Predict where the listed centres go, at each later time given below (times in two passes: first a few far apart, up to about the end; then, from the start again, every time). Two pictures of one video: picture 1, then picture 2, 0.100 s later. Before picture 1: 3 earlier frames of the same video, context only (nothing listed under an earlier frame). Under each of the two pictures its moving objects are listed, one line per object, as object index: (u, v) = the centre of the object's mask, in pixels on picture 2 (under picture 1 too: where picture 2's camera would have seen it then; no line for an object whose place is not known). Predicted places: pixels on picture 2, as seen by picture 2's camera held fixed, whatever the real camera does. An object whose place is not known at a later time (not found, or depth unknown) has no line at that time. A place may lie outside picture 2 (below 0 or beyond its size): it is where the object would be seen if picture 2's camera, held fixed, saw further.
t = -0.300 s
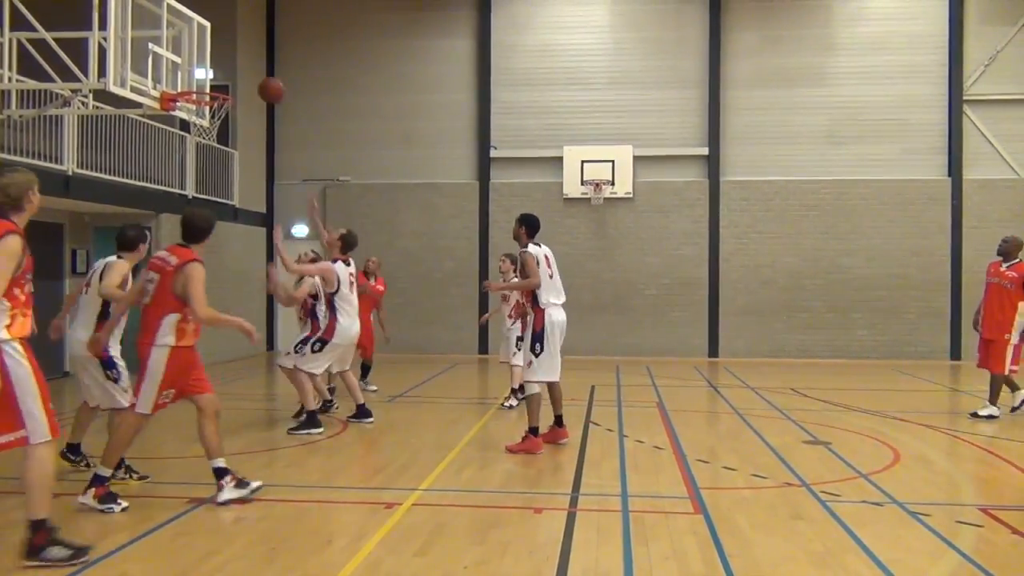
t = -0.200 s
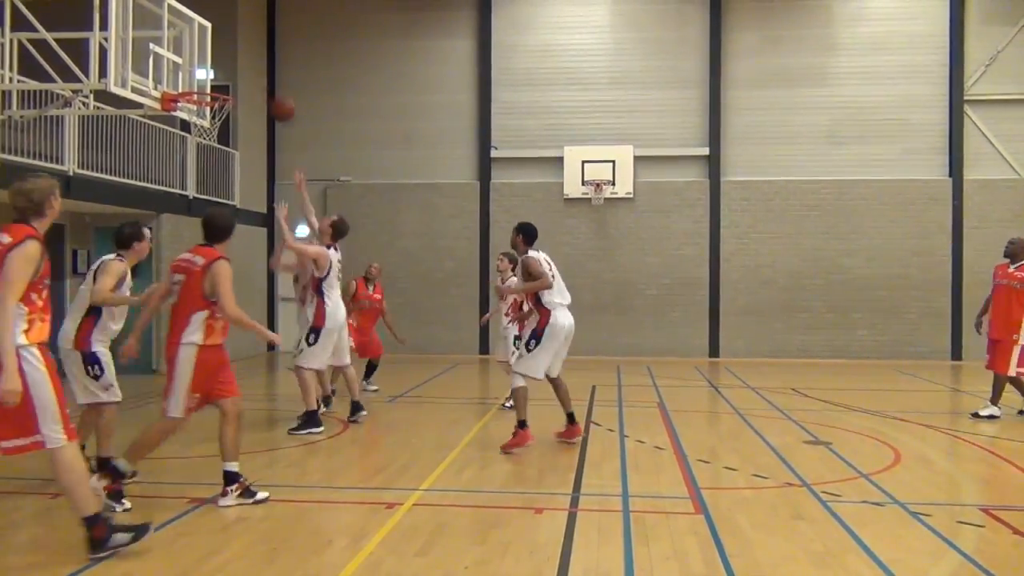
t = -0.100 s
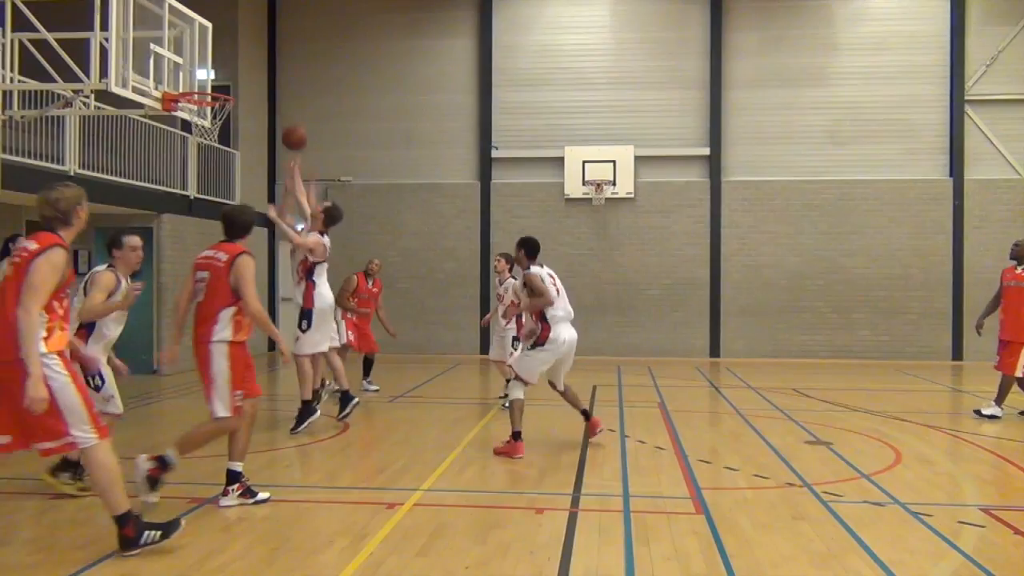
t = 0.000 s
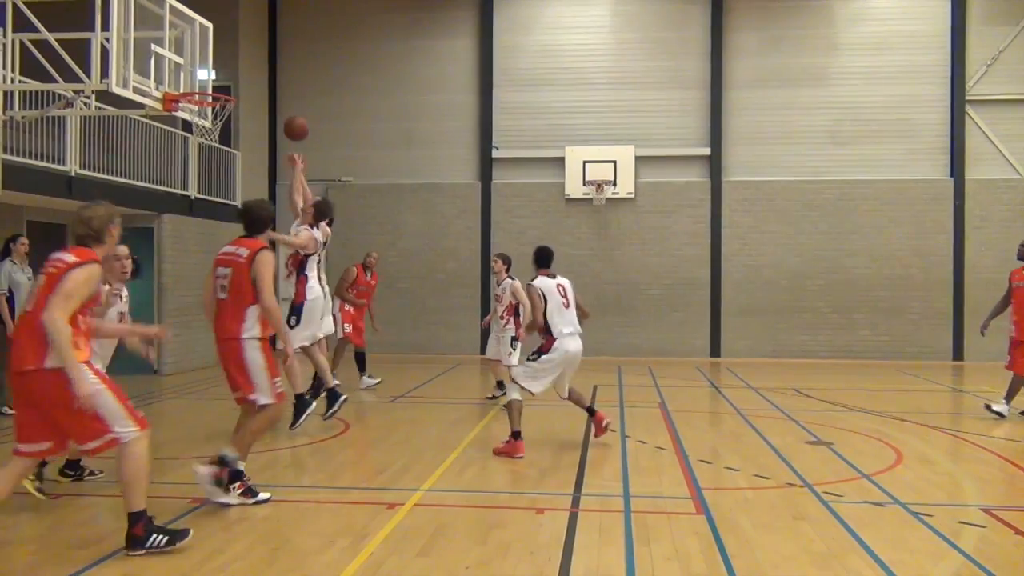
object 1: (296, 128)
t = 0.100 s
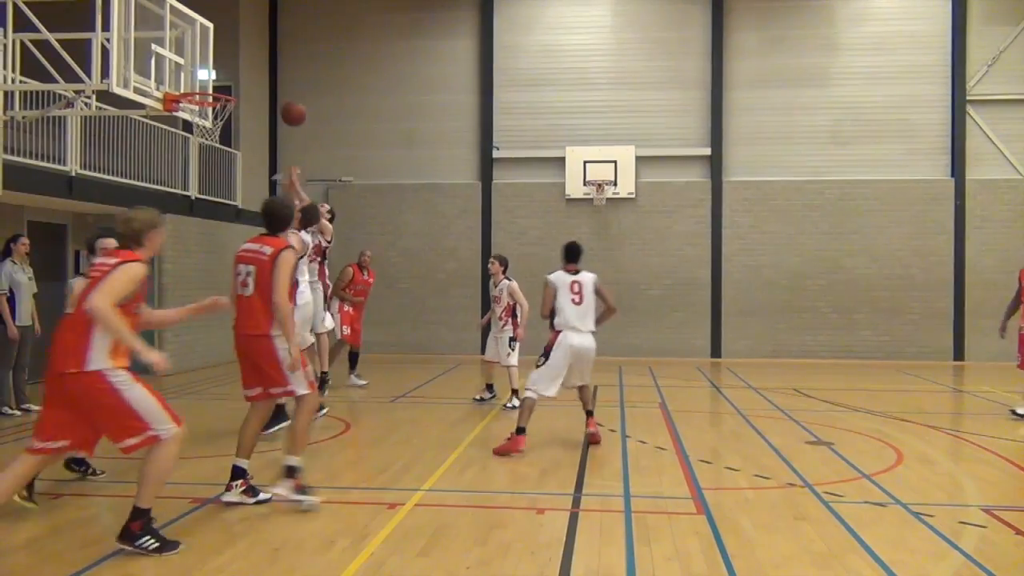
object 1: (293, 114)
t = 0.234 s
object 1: (289, 109)
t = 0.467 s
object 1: (281, 142)
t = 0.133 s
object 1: (292, 110)
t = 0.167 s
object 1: (291, 110)
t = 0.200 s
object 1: (290, 109)
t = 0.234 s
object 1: (289, 109)
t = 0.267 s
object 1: (288, 110)
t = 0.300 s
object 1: (286, 113)
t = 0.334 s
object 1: (285, 118)
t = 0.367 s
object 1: (285, 121)
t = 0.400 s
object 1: (283, 128)
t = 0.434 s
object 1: (282, 137)
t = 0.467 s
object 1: (281, 142)
